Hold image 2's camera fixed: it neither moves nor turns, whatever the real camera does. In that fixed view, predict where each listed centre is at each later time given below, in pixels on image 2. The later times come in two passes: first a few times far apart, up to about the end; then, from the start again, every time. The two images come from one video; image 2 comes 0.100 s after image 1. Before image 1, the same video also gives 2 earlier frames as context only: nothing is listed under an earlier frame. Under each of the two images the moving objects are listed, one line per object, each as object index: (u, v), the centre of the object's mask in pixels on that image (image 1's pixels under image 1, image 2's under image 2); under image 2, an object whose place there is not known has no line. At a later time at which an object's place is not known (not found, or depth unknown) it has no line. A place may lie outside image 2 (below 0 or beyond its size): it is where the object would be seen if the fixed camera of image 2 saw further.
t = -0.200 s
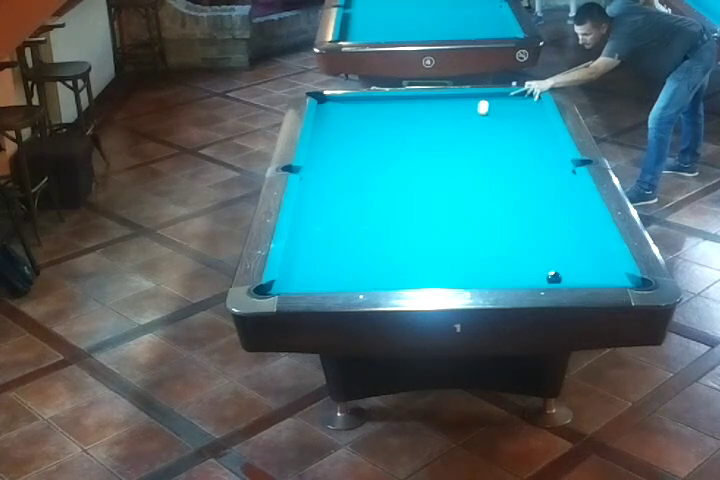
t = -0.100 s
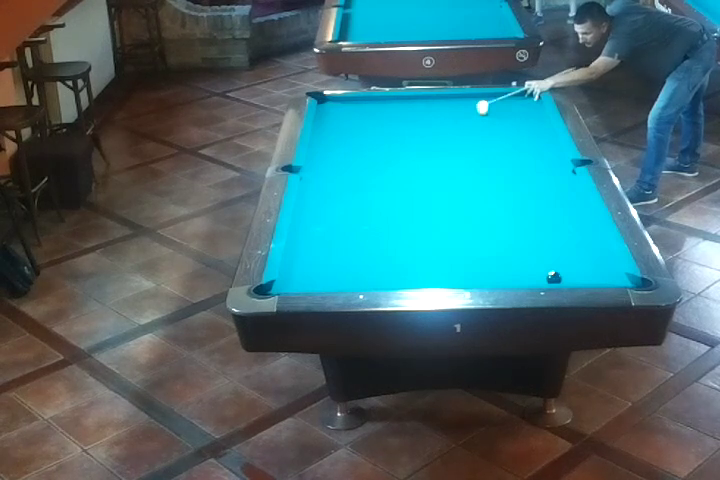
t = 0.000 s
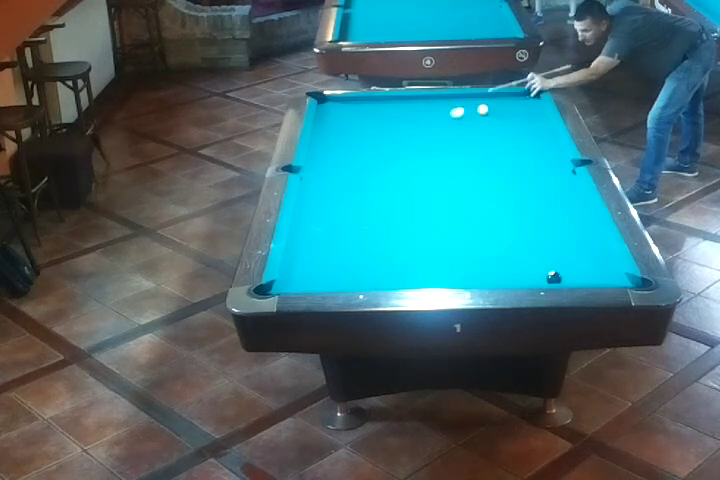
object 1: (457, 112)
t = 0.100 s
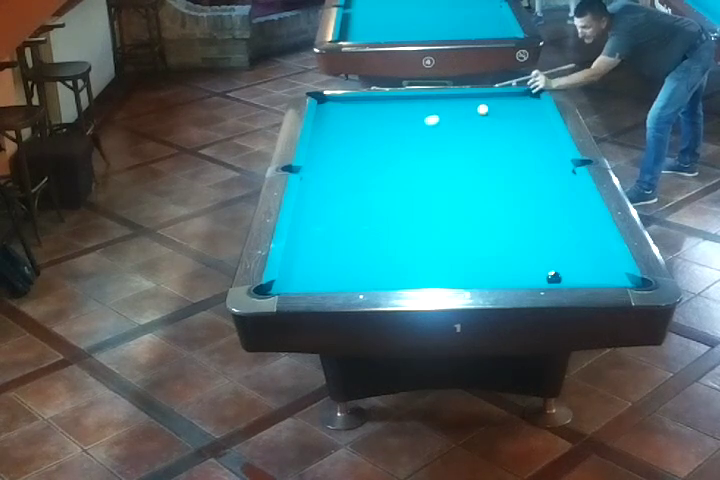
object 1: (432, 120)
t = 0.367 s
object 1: (359, 142)
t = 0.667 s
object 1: (331, 169)
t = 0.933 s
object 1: (378, 193)
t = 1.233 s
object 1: (439, 225)
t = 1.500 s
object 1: (500, 257)
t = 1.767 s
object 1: (543, 276)
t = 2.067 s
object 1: (569, 259)
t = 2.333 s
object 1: (590, 245)
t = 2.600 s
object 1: (590, 234)
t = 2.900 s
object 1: (571, 225)
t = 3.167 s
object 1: (556, 218)
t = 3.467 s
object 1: (541, 211)
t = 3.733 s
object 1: (529, 206)
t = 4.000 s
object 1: (519, 201)
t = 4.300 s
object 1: (508, 196)
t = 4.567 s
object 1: (500, 192)
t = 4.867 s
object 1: (493, 188)
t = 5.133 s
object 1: (487, 186)
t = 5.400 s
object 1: (482, 184)
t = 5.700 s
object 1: (477, 182)
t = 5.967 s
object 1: (474, 181)
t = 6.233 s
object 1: (472, 180)
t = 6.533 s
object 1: (471, 179)
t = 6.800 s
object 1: (470, 179)
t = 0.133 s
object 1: (423, 123)
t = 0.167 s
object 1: (414, 126)
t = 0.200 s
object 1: (405, 128)
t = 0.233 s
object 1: (397, 131)
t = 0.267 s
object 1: (387, 133)
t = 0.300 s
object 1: (378, 137)
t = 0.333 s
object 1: (369, 139)
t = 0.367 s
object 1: (359, 142)
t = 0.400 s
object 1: (350, 145)
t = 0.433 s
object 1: (340, 148)
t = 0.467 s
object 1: (330, 151)
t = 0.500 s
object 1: (321, 154)
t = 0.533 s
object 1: (311, 157)
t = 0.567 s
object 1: (313, 160)
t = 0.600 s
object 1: (320, 163)
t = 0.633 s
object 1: (326, 166)
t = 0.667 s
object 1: (331, 169)
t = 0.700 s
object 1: (336, 172)
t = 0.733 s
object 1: (342, 175)
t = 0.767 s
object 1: (348, 178)
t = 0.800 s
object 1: (354, 181)
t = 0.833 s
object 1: (360, 184)
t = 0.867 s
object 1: (366, 187)
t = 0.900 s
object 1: (372, 190)
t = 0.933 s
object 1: (378, 193)
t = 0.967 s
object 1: (385, 197)
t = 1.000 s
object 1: (391, 200)
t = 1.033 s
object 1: (397, 203)
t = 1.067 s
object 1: (404, 207)
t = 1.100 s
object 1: (411, 210)
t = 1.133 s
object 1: (417, 214)
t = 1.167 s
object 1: (424, 218)
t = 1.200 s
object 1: (431, 221)
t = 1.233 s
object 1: (439, 225)
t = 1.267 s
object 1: (446, 229)
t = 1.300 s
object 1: (453, 233)
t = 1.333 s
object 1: (460, 236)
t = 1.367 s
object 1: (468, 240)
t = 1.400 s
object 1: (476, 245)
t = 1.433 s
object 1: (484, 249)
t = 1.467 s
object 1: (492, 253)
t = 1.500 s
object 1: (500, 257)
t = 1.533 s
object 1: (508, 262)
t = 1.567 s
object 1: (517, 266)
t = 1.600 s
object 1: (525, 271)
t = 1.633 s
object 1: (533, 275)
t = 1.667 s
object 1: (536, 278)
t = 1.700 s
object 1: (538, 280)
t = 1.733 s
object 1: (540, 278)
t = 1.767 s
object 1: (543, 276)
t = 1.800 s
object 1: (546, 275)
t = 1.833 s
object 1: (549, 273)
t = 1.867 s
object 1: (552, 271)
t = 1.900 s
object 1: (555, 269)
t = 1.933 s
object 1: (558, 267)
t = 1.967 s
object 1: (561, 265)
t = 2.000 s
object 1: (564, 263)
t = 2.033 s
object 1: (567, 262)
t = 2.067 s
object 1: (569, 259)
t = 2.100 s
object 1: (572, 257)
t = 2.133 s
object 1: (574, 256)
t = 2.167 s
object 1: (577, 254)
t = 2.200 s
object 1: (580, 252)
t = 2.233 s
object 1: (582, 250)
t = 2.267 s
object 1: (585, 248)
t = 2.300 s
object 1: (587, 247)
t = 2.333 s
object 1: (590, 245)
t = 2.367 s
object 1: (592, 243)
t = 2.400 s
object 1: (594, 242)
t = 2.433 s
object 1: (597, 240)
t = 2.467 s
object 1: (599, 239)
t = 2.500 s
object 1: (597, 237)
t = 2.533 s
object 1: (594, 236)
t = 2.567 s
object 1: (592, 235)
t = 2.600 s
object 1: (590, 234)
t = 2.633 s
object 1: (588, 233)
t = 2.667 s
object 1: (586, 232)
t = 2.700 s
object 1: (584, 231)
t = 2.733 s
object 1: (581, 230)
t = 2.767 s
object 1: (579, 229)
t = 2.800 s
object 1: (578, 228)
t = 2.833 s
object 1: (575, 227)
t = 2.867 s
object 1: (573, 226)
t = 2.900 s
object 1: (571, 225)
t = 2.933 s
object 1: (569, 224)
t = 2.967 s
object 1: (568, 223)
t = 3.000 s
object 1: (566, 223)
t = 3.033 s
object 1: (564, 222)
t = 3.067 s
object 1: (562, 221)
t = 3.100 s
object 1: (560, 220)
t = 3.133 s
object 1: (558, 219)
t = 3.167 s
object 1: (556, 218)
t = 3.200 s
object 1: (555, 218)
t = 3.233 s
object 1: (553, 217)
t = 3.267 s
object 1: (551, 216)
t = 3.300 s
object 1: (550, 215)
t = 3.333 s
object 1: (548, 214)
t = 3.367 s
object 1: (546, 213)
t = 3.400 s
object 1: (545, 213)
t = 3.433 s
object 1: (543, 212)
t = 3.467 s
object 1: (541, 211)
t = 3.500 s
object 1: (540, 210)
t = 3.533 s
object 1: (538, 210)
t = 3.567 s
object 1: (536, 209)
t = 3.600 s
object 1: (535, 208)
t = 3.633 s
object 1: (534, 208)
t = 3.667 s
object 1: (532, 207)
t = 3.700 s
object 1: (531, 206)
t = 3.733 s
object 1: (529, 206)
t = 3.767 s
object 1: (528, 205)
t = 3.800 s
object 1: (526, 204)
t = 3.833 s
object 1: (525, 204)
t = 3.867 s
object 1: (524, 203)
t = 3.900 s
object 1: (522, 203)
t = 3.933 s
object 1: (521, 202)
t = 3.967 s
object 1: (520, 201)
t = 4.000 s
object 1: (519, 201)
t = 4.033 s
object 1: (517, 200)
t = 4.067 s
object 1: (516, 200)
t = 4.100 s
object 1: (515, 199)
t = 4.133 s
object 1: (514, 199)
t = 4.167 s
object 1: (513, 198)
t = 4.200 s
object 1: (512, 198)
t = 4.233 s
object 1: (511, 197)
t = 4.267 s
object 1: (509, 196)
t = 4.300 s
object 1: (508, 196)
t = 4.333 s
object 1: (508, 195)
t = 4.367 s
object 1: (506, 195)
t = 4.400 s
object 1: (505, 194)
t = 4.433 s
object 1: (504, 194)
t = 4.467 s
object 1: (503, 193)
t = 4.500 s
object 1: (502, 193)
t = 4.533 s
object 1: (501, 192)
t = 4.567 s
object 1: (500, 192)
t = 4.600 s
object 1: (500, 191)
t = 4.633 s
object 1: (498, 191)
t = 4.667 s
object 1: (498, 191)
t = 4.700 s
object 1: (497, 190)
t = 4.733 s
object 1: (496, 190)
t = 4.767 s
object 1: (495, 189)
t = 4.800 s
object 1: (494, 189)
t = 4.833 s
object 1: (493, 189)
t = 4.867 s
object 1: (493, 188)
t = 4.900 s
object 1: (492, 188)
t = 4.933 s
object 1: (491, 188)
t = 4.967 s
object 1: (490, 187)
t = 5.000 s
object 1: (490, 187)
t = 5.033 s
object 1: (489, 187)
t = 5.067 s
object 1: (488, 186)
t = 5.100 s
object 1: (488, 186)
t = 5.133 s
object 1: (487, 186)
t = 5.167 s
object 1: (486, 185)
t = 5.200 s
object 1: (486, 185)
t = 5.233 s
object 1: (485, 185)
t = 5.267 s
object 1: (484, 184)
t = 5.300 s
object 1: (484, 184)
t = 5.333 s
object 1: (483, 184)
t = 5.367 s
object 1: (483, 184)
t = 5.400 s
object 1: (482, 184)
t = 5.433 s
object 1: (481, 183)
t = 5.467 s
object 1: (481, 183)
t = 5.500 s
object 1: (481, 183)
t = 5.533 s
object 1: (480, 183)
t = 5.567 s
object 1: (479, 182)
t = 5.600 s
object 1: (479, 182)
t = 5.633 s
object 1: (478, 182)
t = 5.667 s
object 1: (478, 182)
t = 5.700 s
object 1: (477, 182)
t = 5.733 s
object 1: (477, 182)
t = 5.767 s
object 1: (477, 181)
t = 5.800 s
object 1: (476, 181)
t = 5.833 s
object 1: (476, 181)
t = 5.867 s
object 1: (476, 181)
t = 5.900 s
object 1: (475, 181)
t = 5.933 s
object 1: (474, 181)
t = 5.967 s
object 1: (474, 181)
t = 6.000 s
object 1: (474, 181)
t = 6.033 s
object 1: (473, 180)
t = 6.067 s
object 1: (473, 180)
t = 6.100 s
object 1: (473, 180)
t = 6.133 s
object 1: (473, 180)
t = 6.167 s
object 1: (473, 180)
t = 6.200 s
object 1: (472, 180)
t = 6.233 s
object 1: (472, 180)
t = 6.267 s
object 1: (472, 180)
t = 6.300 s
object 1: (472, 180)
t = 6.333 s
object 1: (471, 180)
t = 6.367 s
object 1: (471, 180)
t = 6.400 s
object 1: (471, 180)
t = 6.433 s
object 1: (471, 180)
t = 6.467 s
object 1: (471, 180)
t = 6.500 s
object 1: (471, 179)
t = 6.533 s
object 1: (471, 179)
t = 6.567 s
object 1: (471, 179)
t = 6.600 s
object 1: (471, 179)
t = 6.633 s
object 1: (470, 179)
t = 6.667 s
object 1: (470, 179)
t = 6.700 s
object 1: (470, 179)
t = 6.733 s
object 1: (470, 179)
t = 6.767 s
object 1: (470, 179)
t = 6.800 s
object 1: (470, 179)
